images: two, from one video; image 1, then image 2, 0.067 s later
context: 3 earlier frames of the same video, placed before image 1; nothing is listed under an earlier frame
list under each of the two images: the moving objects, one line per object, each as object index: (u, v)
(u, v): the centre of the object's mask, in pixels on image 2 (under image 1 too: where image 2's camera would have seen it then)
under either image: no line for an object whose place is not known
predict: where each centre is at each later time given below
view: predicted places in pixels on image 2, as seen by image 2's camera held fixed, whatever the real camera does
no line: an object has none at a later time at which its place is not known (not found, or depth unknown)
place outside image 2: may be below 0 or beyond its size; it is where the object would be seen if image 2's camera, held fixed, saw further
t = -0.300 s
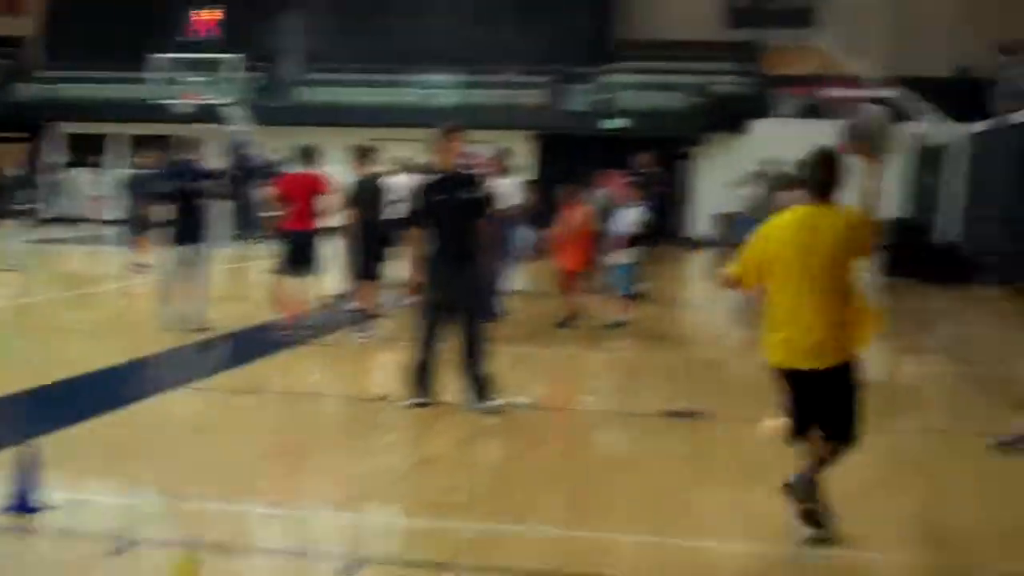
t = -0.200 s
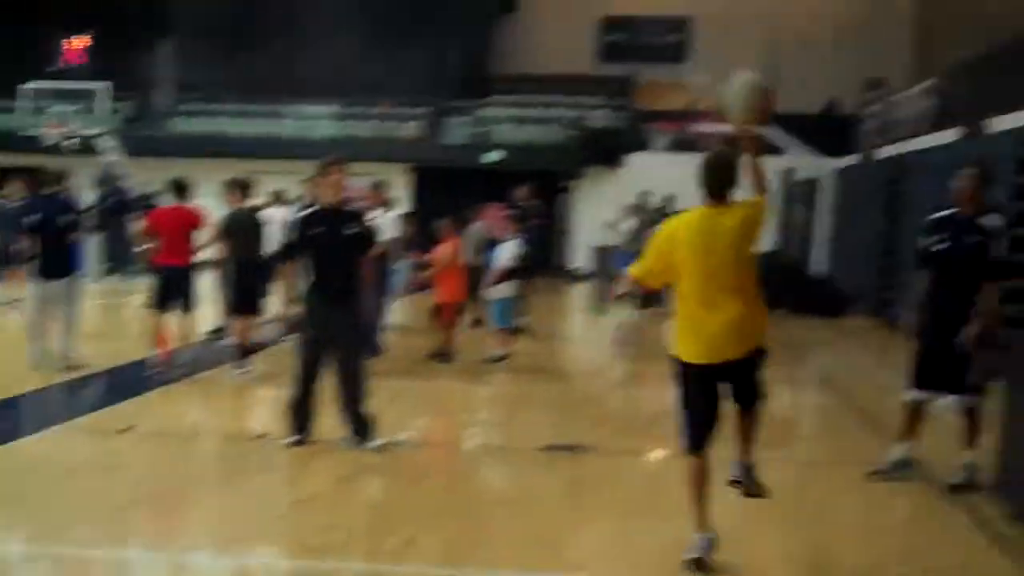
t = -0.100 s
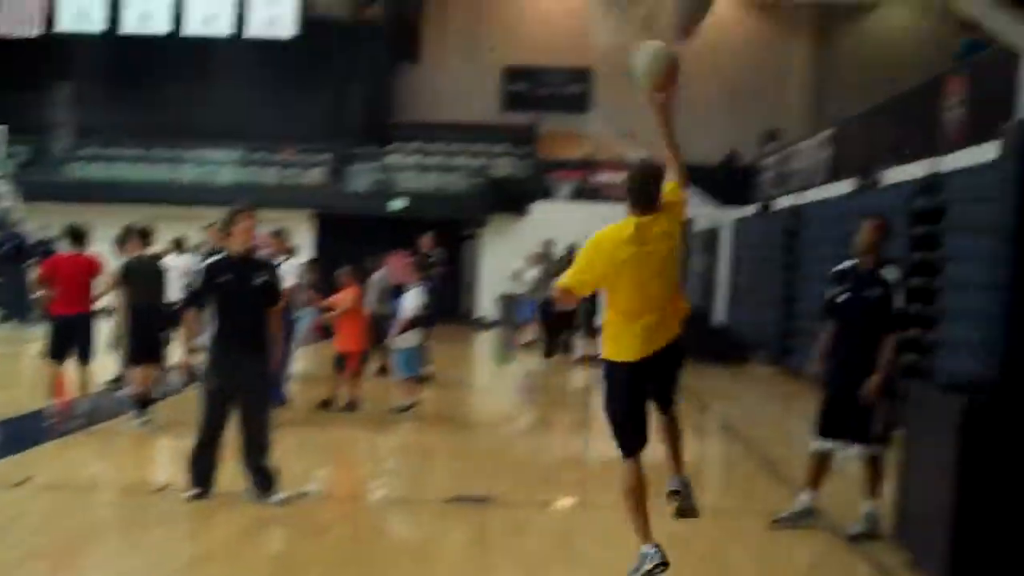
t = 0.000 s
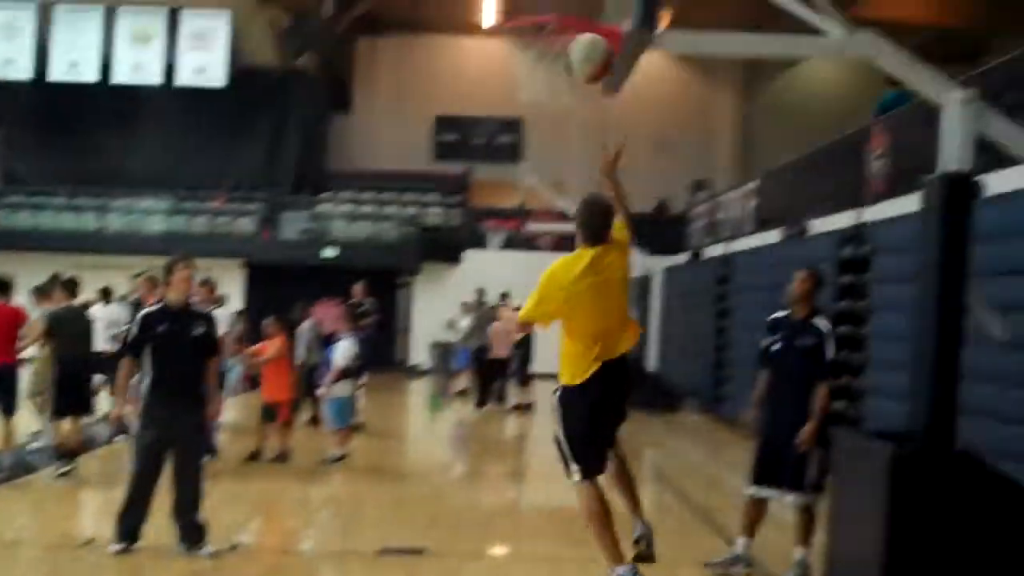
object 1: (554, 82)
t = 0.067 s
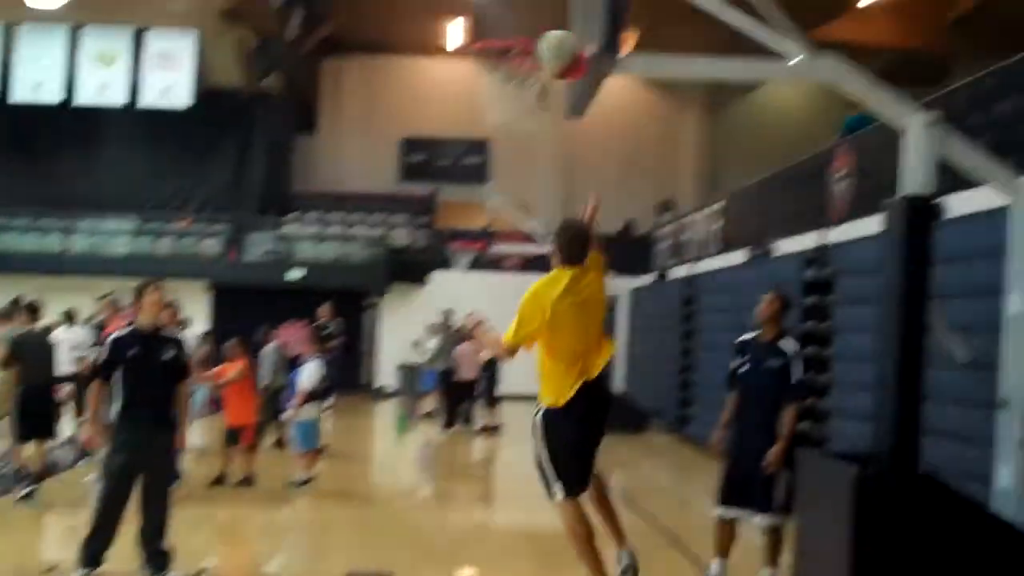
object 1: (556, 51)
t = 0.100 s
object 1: (555, 45)
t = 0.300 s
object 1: (556, 25)
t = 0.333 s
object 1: (557, 28)
